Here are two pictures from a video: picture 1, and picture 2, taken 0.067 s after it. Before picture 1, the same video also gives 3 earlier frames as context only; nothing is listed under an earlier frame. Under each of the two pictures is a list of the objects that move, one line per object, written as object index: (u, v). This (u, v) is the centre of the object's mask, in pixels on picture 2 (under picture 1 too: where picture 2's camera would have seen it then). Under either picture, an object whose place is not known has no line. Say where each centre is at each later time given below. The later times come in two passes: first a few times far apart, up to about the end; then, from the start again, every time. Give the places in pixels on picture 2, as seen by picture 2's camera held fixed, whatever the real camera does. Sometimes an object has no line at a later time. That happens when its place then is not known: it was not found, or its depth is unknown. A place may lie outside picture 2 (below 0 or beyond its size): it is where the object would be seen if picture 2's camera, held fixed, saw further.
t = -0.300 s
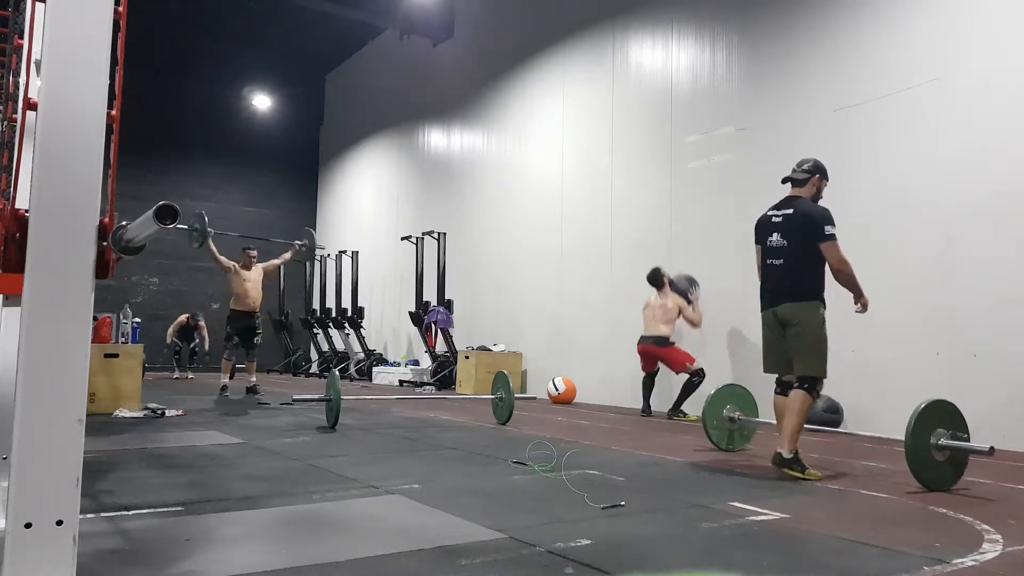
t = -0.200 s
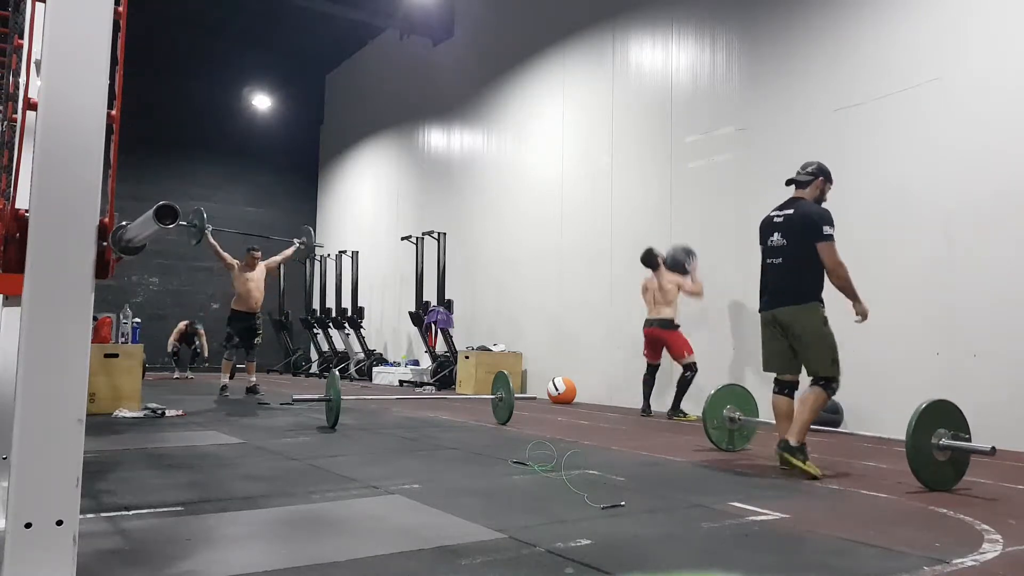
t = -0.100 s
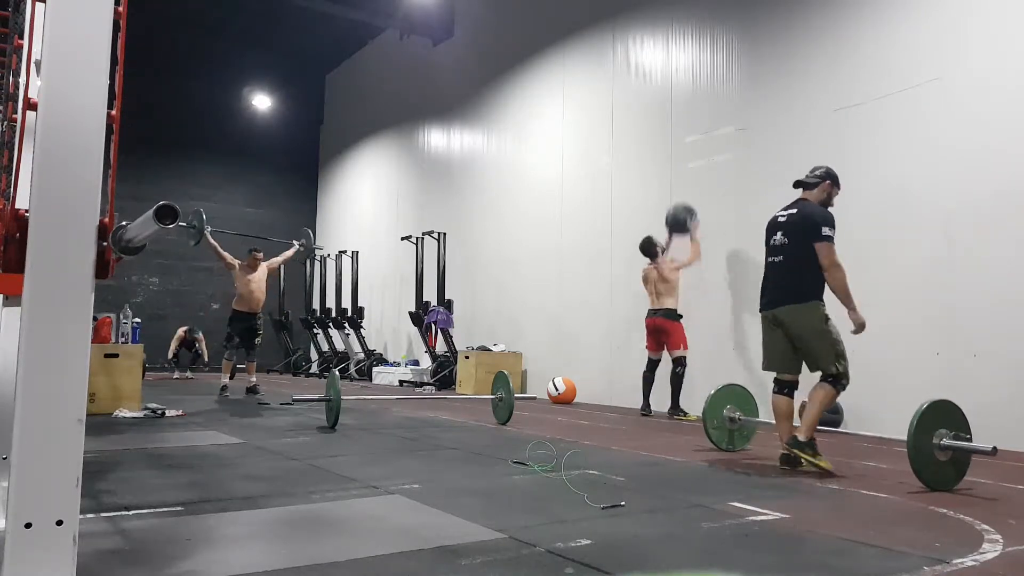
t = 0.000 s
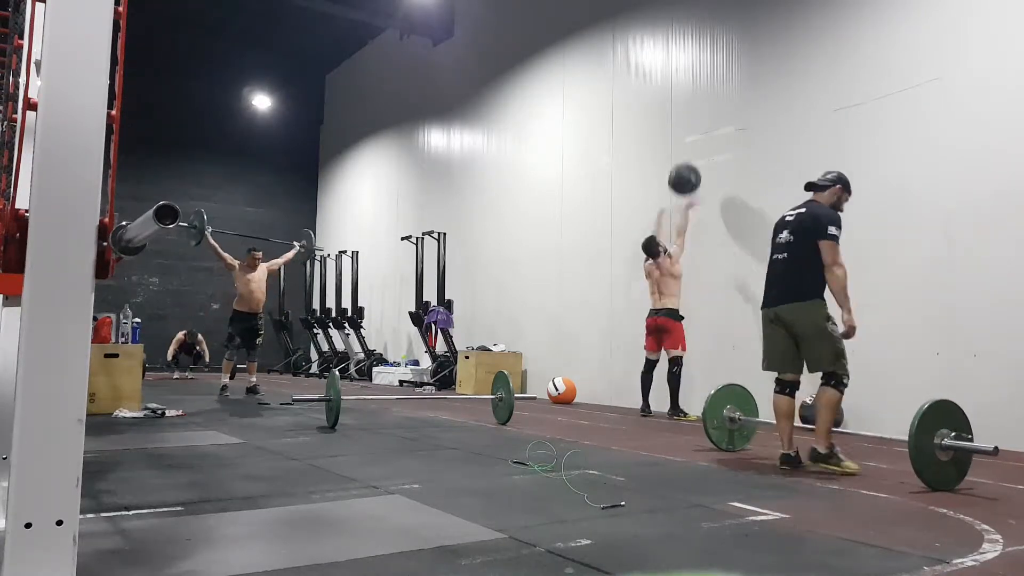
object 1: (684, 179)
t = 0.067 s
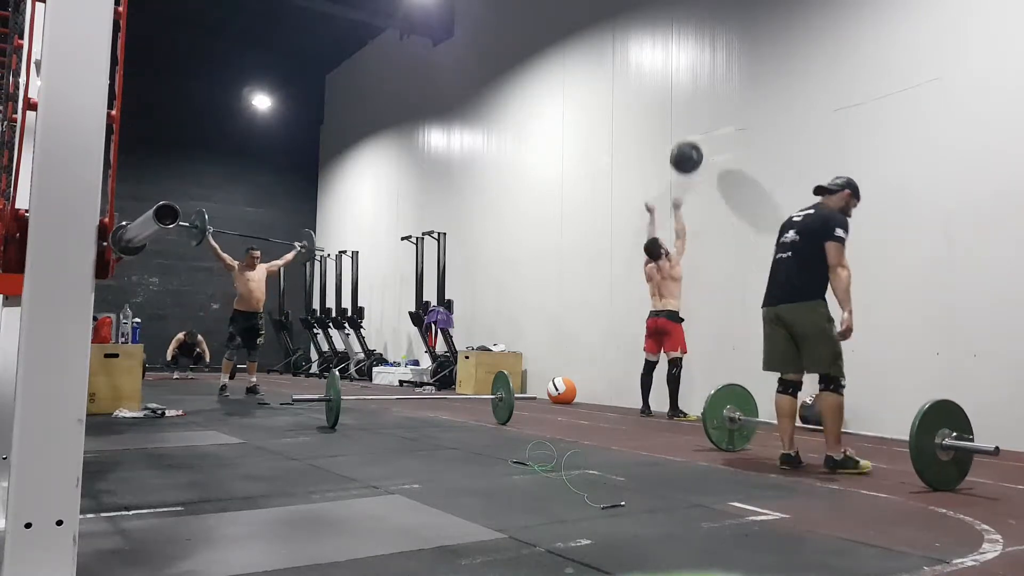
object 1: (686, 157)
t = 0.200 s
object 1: (690, 126)
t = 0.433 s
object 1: (696, 109)
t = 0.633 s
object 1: (693, 127)
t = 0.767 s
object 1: (690, 158)
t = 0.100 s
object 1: (687, 148)
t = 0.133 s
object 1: (688, 140)
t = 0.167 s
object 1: (689, 132)
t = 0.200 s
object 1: (690, 126)
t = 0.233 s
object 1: (691, 121)
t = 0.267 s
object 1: (692, 116)
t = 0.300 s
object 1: (693, 113)
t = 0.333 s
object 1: (694, 111)
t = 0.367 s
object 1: (695, 109)
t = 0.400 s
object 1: (696, 109)
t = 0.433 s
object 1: (696, 109)
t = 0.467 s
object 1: (696, 110)
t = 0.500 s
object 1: (695, 111)
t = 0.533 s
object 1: (695, 114)
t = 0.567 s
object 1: (694, 117)
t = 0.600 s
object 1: (693, 121)
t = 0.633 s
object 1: (693, 127)
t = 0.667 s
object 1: (692, 133)
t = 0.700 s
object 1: (692, 141)
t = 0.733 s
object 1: (691, 149)
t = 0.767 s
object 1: (690, 158)
